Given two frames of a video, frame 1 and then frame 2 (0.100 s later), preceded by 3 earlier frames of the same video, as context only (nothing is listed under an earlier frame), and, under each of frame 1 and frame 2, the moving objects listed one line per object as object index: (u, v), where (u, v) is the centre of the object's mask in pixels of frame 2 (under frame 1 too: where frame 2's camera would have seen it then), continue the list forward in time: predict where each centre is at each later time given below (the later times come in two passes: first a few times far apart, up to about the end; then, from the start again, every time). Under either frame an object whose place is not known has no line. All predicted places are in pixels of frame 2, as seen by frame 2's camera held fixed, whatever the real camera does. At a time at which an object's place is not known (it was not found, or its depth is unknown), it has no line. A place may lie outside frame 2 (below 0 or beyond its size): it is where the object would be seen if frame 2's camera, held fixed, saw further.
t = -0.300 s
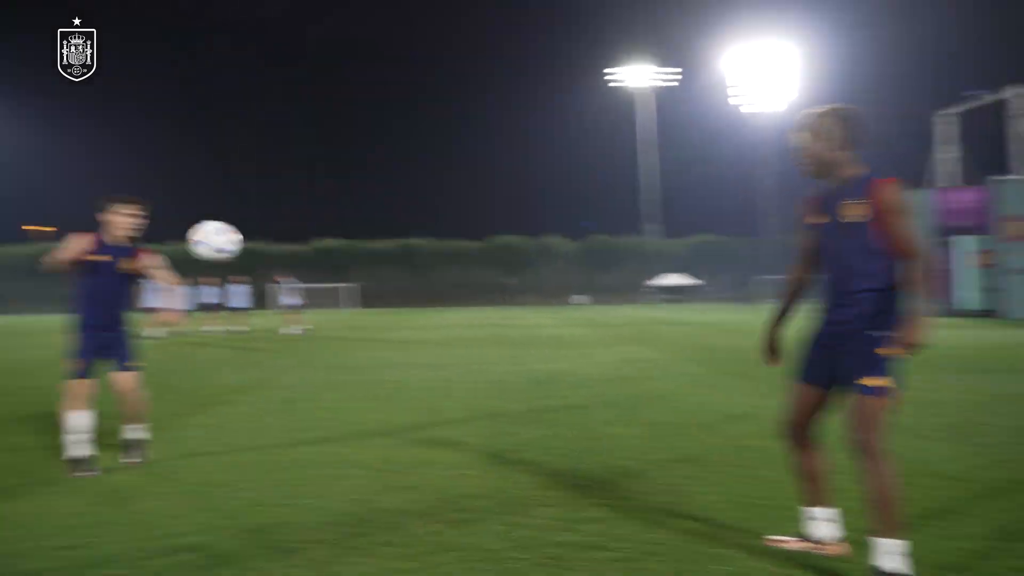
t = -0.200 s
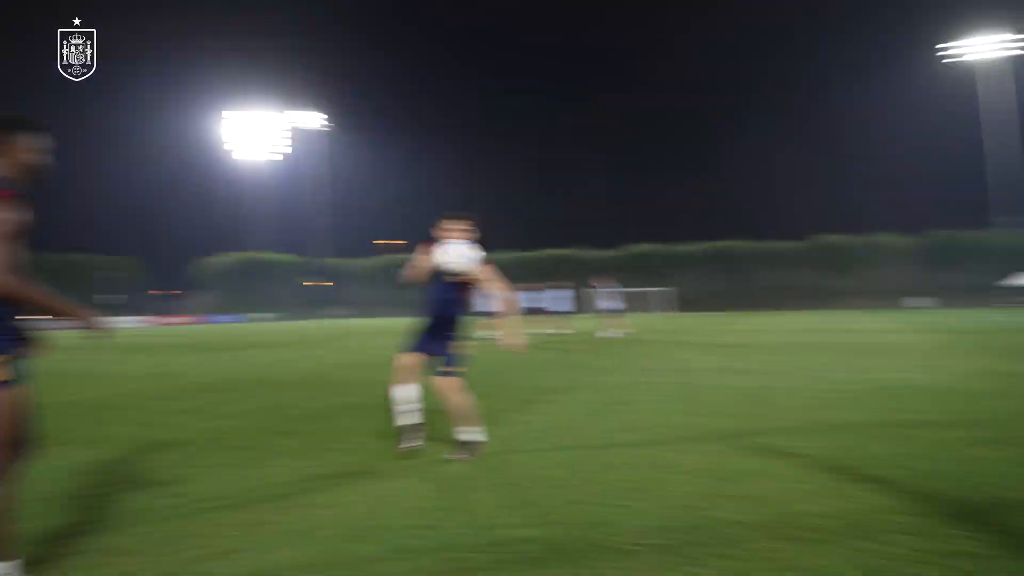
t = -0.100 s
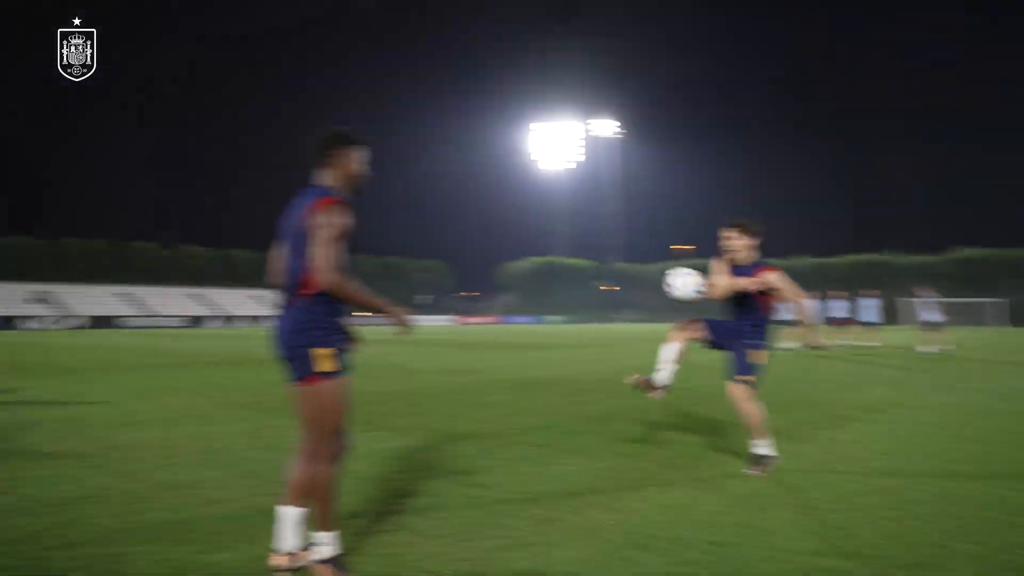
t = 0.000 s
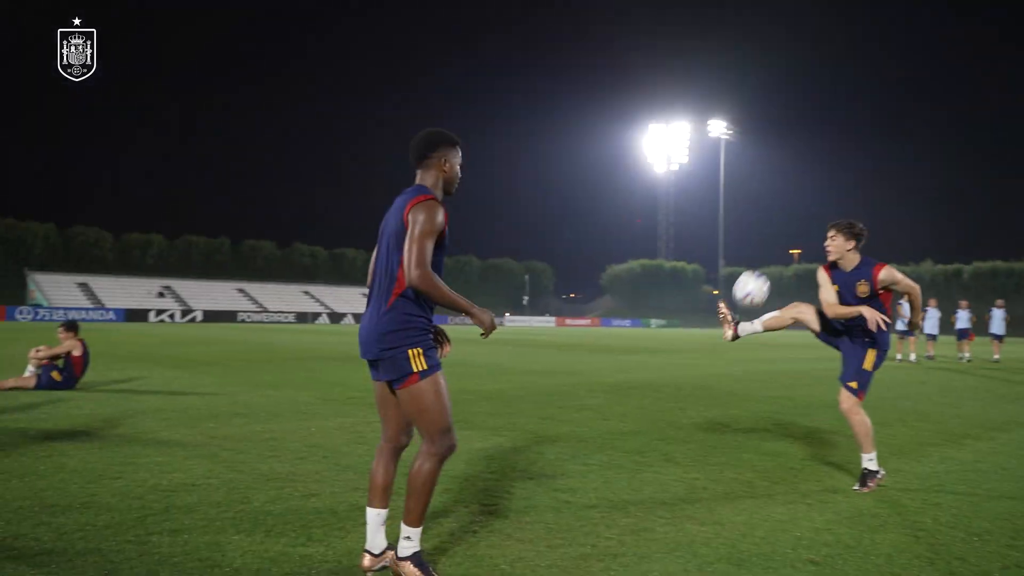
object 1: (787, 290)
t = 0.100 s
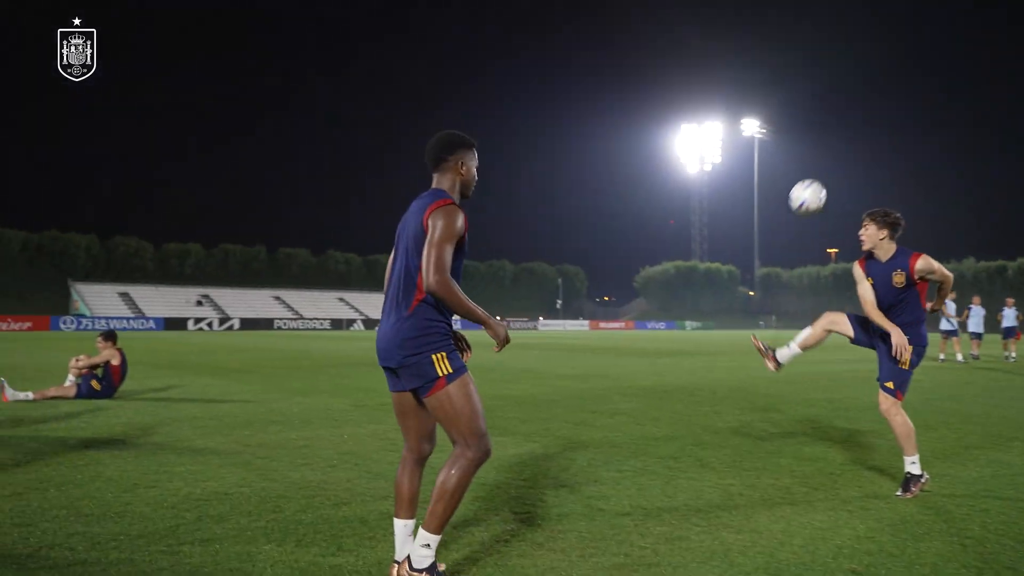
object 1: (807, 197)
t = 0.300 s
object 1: (839, 68)
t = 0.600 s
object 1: (876, -7)
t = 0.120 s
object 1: (811, 180)
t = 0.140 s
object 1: (816, 165)
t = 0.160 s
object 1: (820, 150)
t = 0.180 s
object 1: (823, 136)
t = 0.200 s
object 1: (826, 123)
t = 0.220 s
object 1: (829, 111)
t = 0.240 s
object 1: (832, 99)
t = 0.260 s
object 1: (834, 88)
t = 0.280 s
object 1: (836, 77)
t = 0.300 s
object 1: (839, 68)
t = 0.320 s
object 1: (841, 58)
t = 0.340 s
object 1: (844, 50)
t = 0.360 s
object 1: (847, 42)
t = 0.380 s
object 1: (850, 35)
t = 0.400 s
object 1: (853, 28)
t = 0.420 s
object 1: (856, 22)
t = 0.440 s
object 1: (858, 17)
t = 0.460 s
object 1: (861, 12)
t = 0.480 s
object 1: (863, 7)
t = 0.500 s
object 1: (866, 3)
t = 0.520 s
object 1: (868, 0)
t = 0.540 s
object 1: (870, -3)
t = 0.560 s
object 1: (872, -5)
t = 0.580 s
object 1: (874, -6)
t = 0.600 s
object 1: (876, -7)
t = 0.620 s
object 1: (879, -8)
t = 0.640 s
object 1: (882, -8)
